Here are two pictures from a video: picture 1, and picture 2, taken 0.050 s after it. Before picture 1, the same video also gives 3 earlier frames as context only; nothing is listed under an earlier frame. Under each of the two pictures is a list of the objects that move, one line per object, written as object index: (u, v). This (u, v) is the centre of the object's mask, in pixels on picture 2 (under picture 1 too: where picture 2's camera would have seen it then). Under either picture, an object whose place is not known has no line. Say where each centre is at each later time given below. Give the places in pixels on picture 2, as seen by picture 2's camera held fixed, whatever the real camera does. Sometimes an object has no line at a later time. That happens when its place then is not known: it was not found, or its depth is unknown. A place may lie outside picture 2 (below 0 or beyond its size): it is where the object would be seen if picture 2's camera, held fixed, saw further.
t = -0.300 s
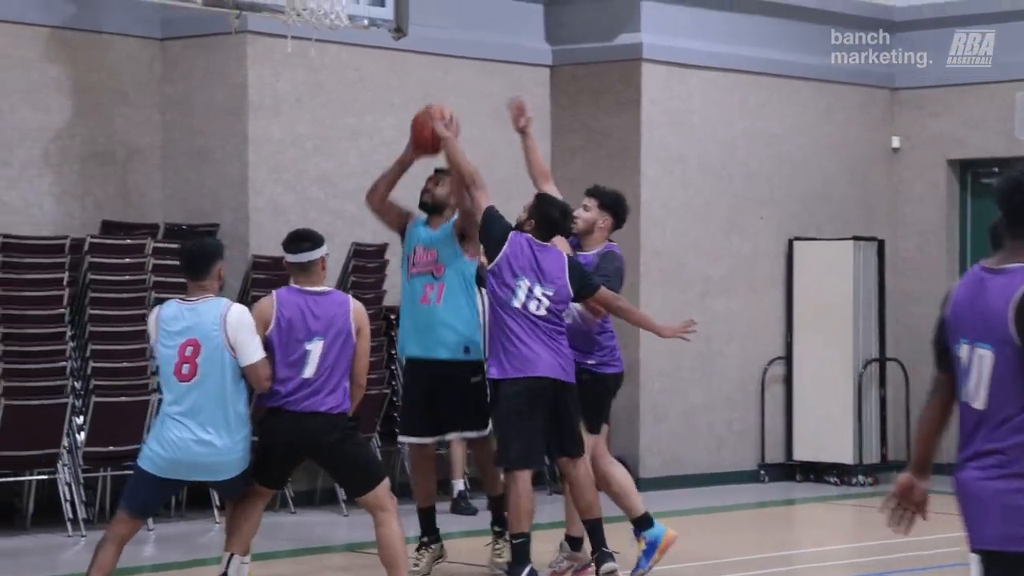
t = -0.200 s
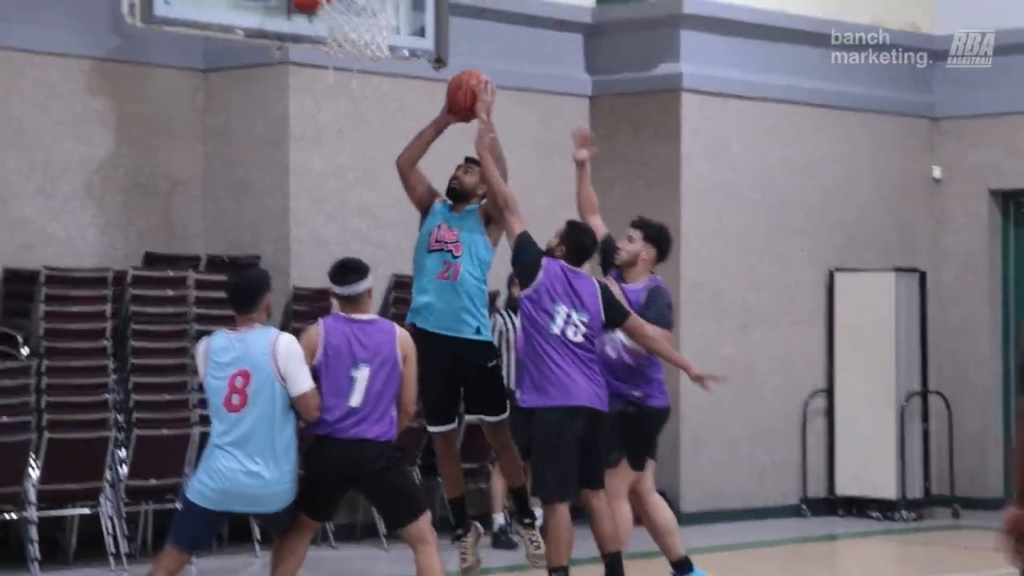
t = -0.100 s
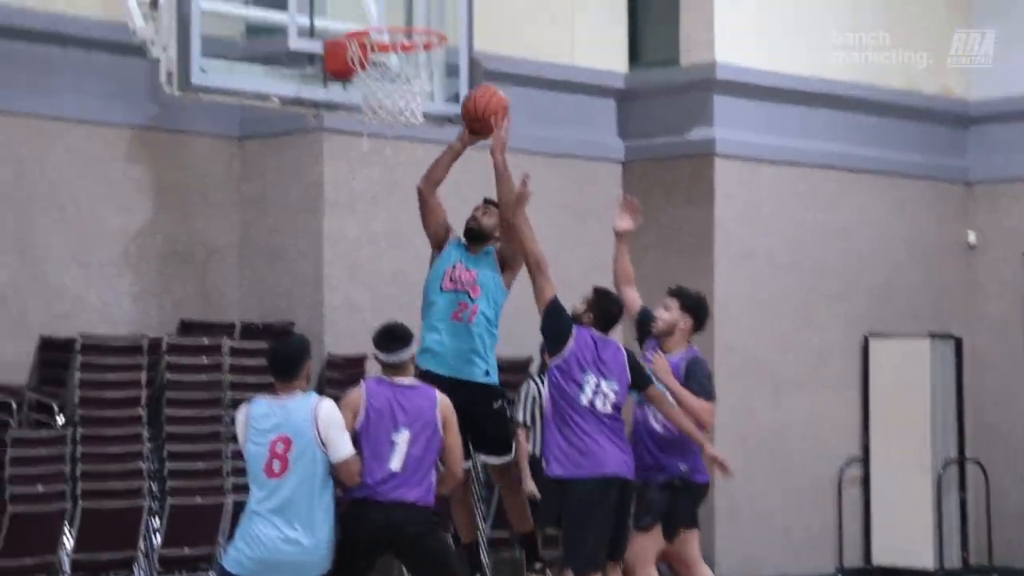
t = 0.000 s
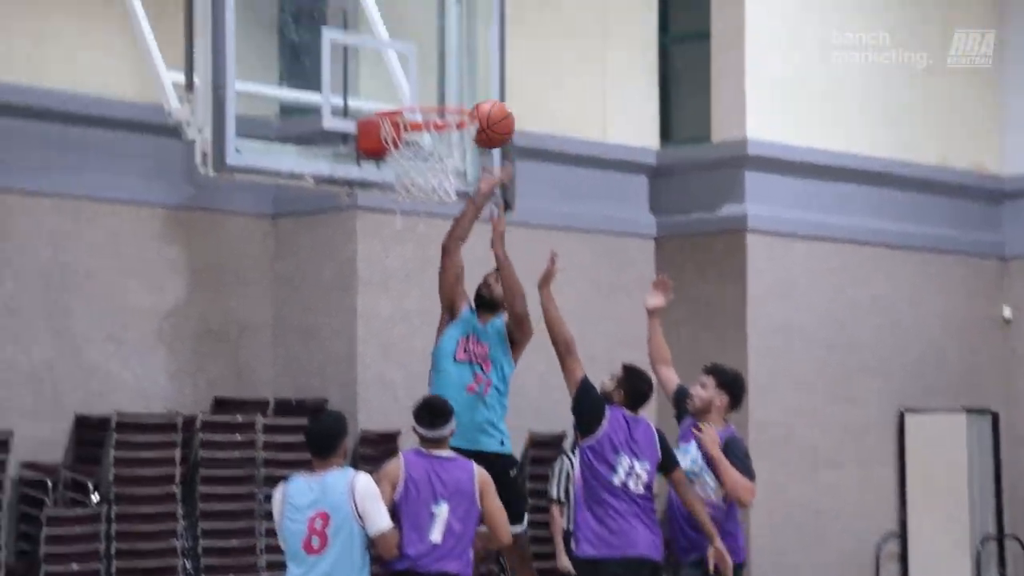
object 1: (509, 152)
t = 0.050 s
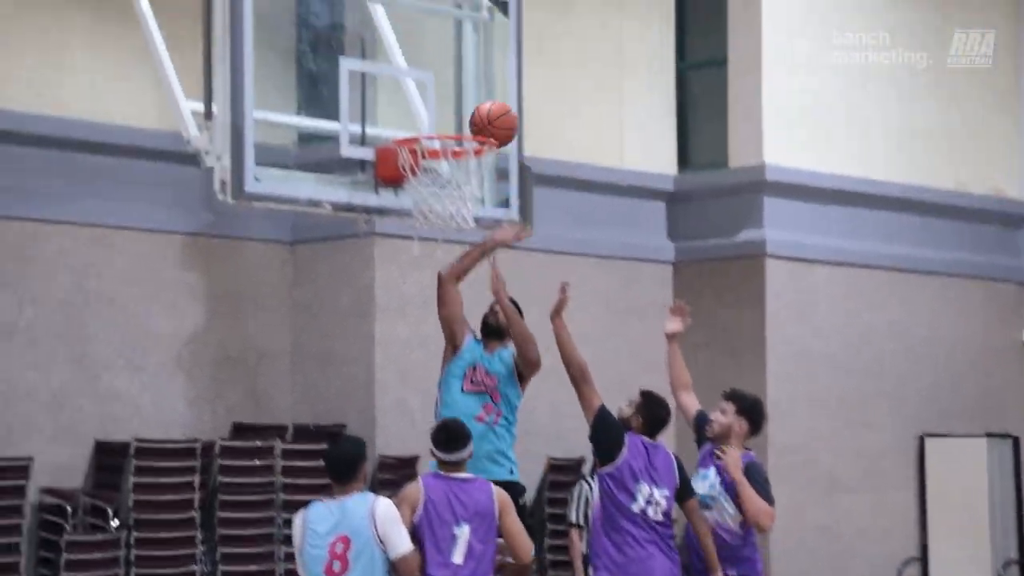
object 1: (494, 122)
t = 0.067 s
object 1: (489, 116)
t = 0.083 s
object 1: (484, 109)
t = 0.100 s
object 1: (478, 102)
